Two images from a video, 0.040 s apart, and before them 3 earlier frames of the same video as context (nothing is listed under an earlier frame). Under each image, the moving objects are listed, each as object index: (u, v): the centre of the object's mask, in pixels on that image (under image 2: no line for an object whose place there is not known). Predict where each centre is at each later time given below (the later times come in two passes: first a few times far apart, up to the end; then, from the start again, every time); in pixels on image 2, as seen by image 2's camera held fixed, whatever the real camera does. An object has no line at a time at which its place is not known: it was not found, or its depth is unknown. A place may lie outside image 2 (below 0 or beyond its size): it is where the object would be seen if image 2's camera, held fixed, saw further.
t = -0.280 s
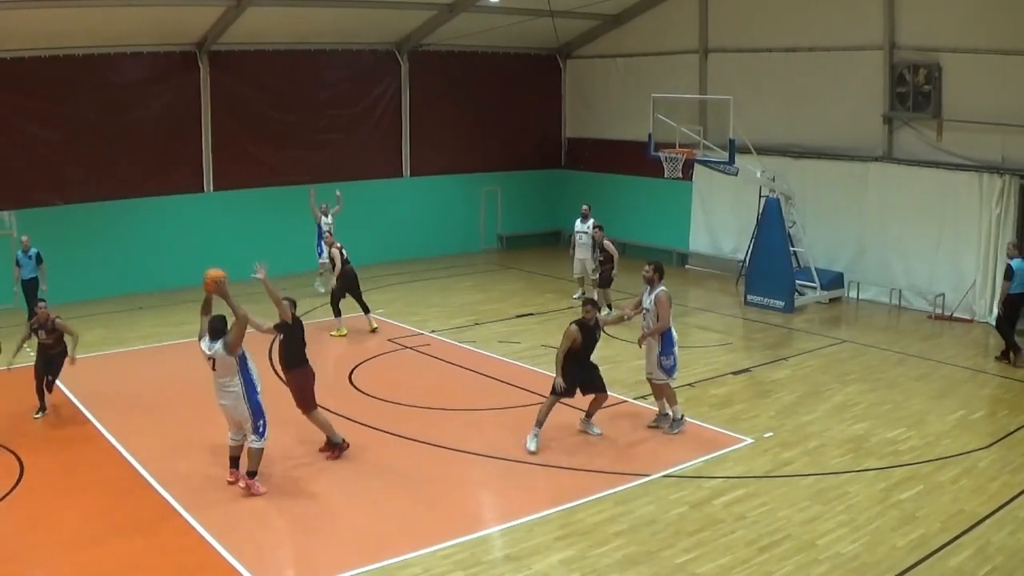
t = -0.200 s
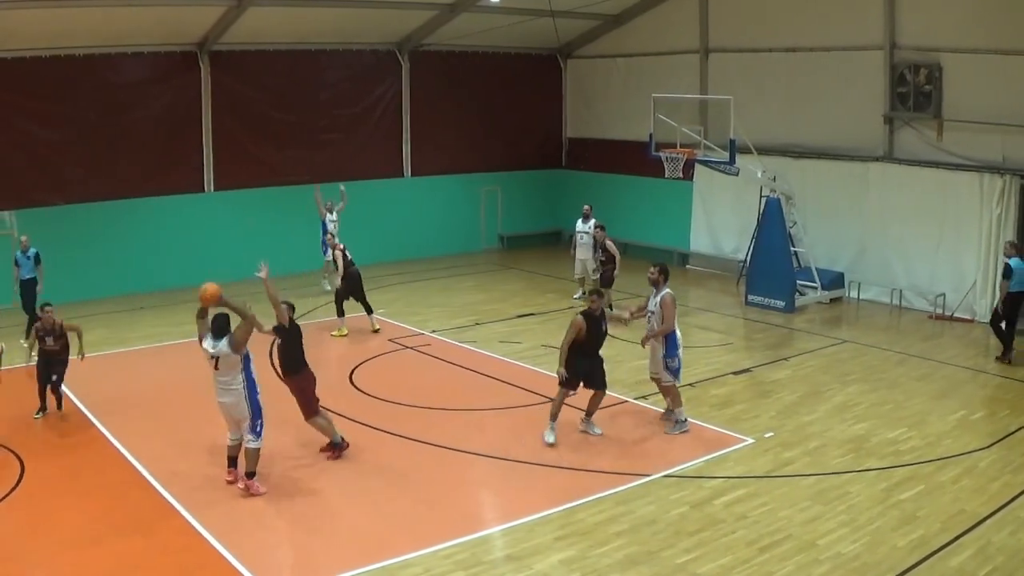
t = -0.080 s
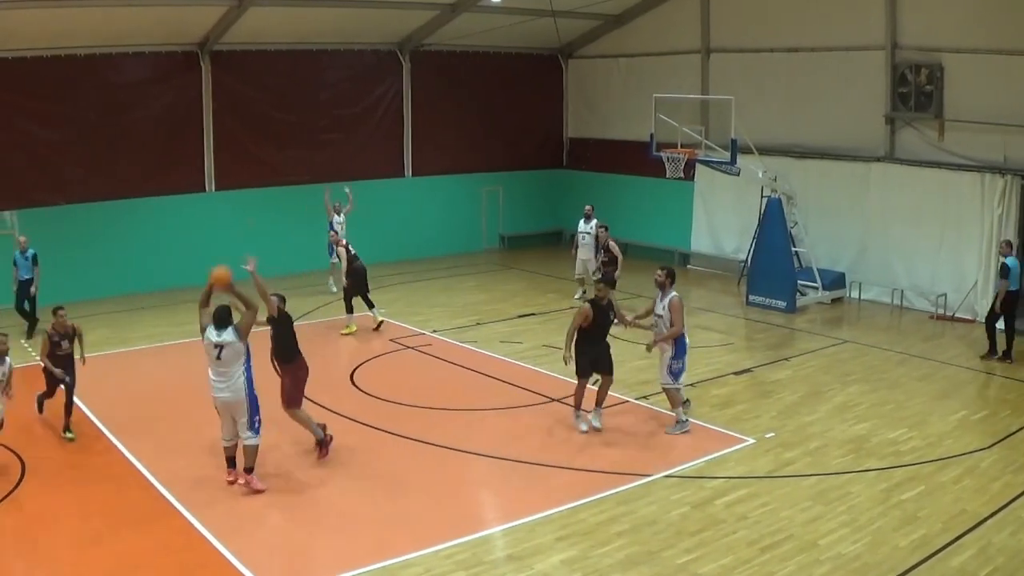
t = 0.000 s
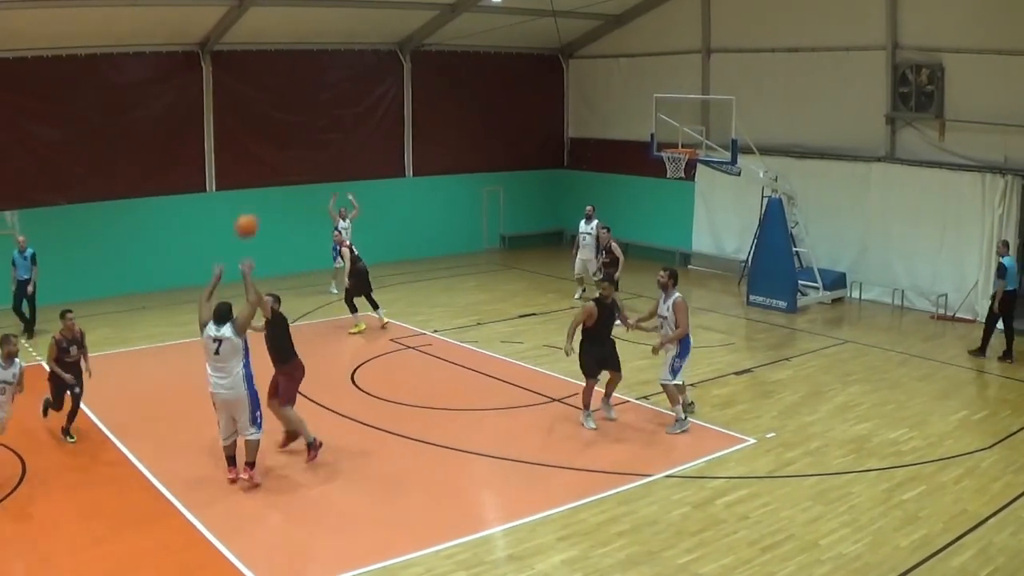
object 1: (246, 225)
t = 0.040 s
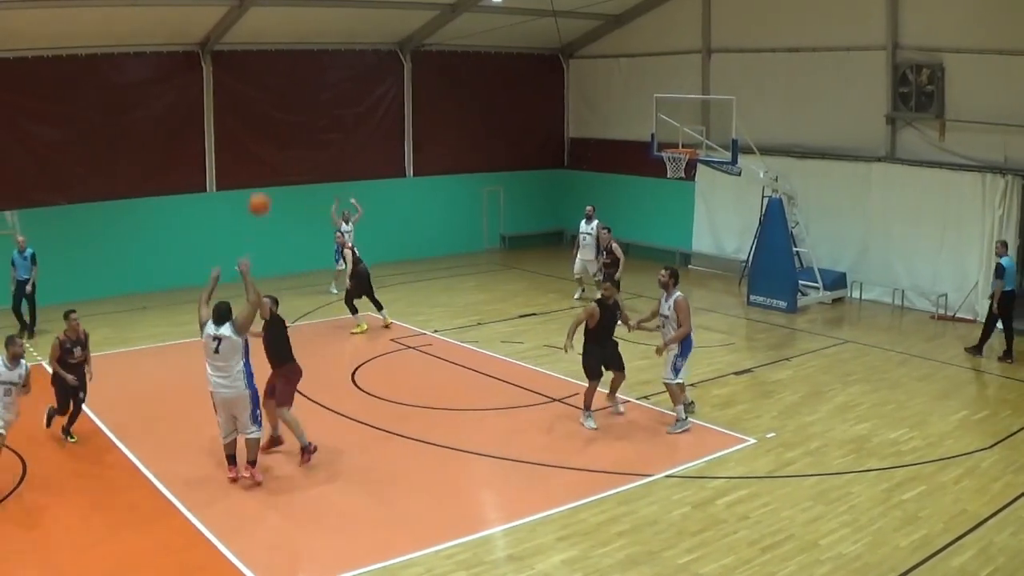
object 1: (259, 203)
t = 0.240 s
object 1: (312, 132)
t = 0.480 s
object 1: (361, 106)
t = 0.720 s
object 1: (396, 120)
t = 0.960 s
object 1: (424, 160)
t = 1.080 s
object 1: (437, 188)
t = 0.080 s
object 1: (270, 183)
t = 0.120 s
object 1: (282, 168)
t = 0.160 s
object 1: (292, 154)
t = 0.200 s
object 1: (303, 142)
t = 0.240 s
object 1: (312, 132)
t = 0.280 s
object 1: (322, 124)
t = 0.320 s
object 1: (331, 117)
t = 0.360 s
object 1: (339, 113)
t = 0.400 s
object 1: (347, 109)
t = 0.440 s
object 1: (354, 107)
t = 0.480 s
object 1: (361, 106)
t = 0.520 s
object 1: (368, 106)
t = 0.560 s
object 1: (374, 107)
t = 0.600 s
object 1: (380, 109)
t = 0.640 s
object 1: (386, 112)
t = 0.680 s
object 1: (391, 116)
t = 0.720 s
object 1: (396, 120)
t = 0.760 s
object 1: (401, 125)
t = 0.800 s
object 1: (406, 131)
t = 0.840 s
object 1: (412, 137)
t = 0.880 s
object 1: (416, 144)
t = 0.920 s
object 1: (420, 152)
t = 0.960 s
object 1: (424, 160)
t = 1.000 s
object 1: (429, 168)
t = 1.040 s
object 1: (432, 178)
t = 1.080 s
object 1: (437, 188)
